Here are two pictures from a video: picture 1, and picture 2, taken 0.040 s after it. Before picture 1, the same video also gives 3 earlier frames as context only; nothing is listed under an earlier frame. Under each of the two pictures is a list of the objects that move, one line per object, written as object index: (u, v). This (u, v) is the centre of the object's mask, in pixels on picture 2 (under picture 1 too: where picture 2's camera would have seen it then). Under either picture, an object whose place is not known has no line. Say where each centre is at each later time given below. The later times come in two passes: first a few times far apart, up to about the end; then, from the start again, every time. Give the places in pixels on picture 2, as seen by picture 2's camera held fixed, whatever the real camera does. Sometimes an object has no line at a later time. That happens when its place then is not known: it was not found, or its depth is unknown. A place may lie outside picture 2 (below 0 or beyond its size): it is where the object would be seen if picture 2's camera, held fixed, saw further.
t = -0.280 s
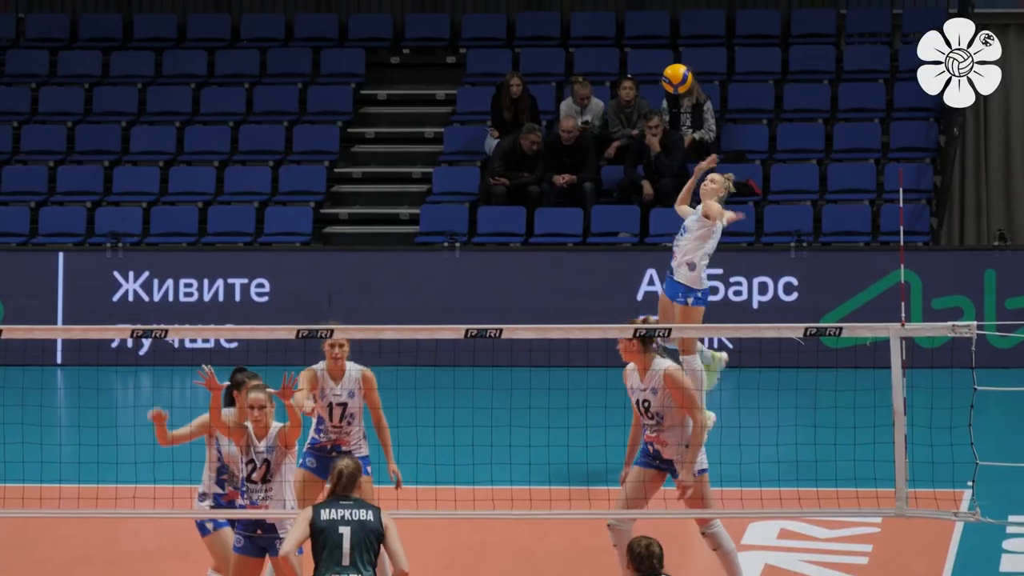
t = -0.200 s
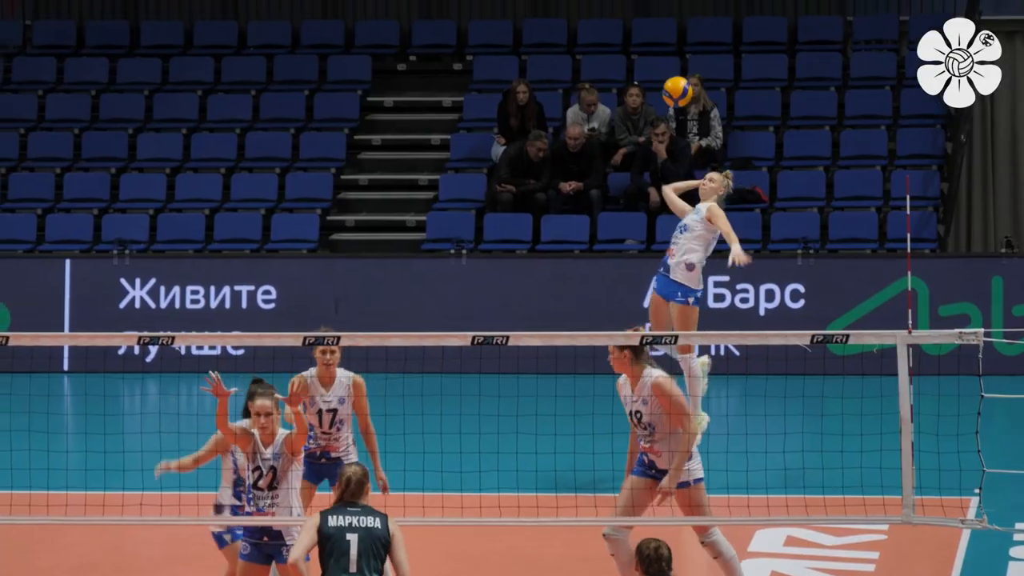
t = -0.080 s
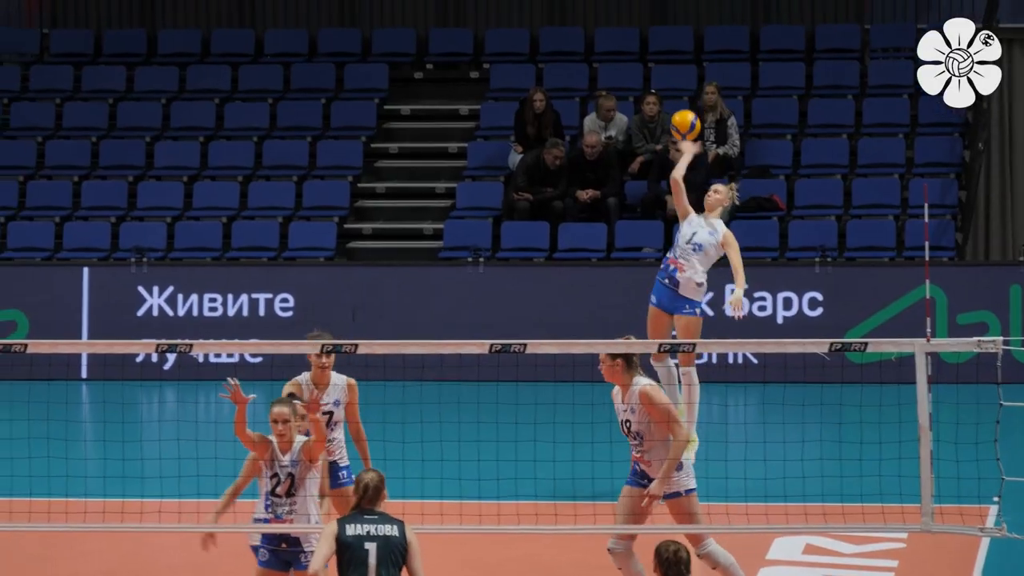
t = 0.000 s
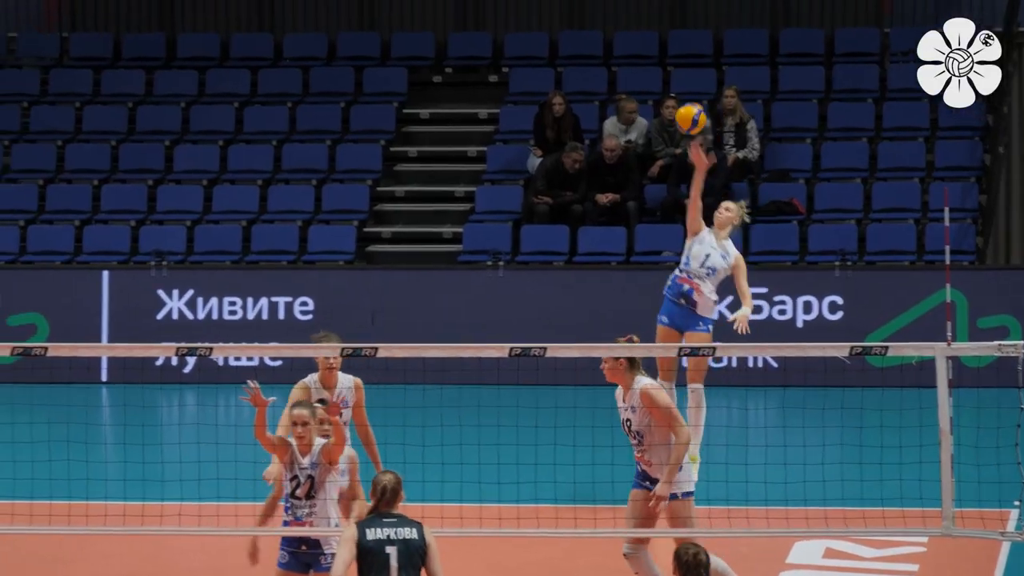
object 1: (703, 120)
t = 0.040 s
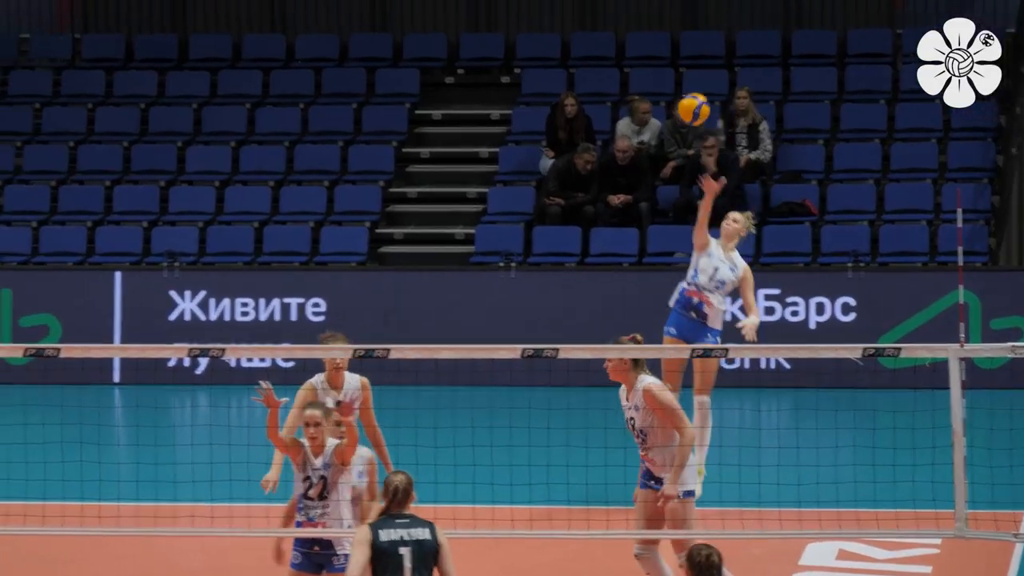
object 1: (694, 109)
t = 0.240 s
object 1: (643, 89)
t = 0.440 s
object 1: (586, 129)
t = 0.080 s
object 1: (684, 100)
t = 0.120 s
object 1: (675, 93)
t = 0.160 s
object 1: (664, 88)
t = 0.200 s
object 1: (654, 87)
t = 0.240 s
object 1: (643, 89)
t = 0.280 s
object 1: (633, 92)
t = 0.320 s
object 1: (622, 99)
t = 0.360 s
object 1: (610, 106)
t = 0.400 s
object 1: (598, 117)
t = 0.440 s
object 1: (586, 129)
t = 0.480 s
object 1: (574, 145)
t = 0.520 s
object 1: (561, 163)
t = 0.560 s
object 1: (549, 184)
